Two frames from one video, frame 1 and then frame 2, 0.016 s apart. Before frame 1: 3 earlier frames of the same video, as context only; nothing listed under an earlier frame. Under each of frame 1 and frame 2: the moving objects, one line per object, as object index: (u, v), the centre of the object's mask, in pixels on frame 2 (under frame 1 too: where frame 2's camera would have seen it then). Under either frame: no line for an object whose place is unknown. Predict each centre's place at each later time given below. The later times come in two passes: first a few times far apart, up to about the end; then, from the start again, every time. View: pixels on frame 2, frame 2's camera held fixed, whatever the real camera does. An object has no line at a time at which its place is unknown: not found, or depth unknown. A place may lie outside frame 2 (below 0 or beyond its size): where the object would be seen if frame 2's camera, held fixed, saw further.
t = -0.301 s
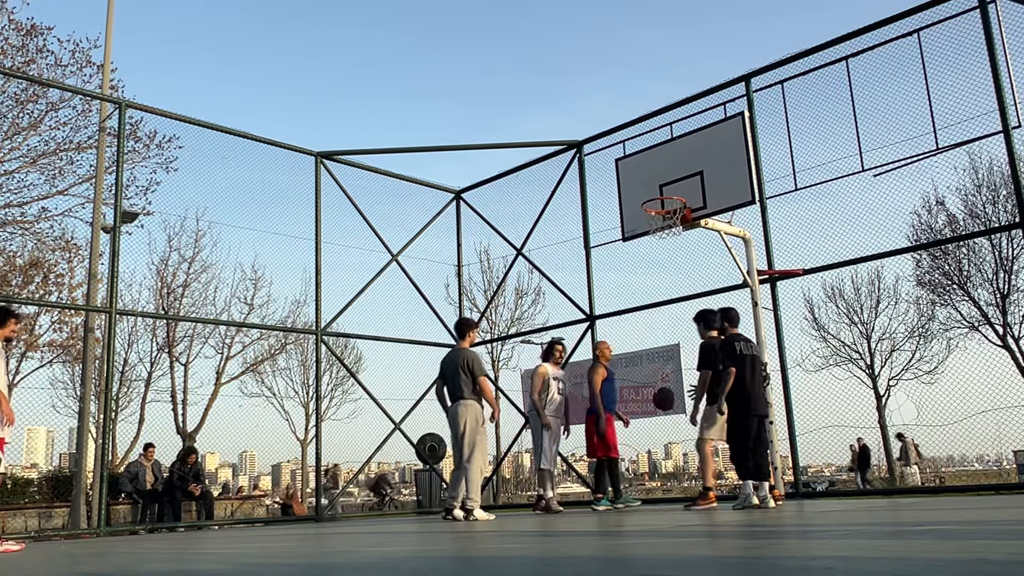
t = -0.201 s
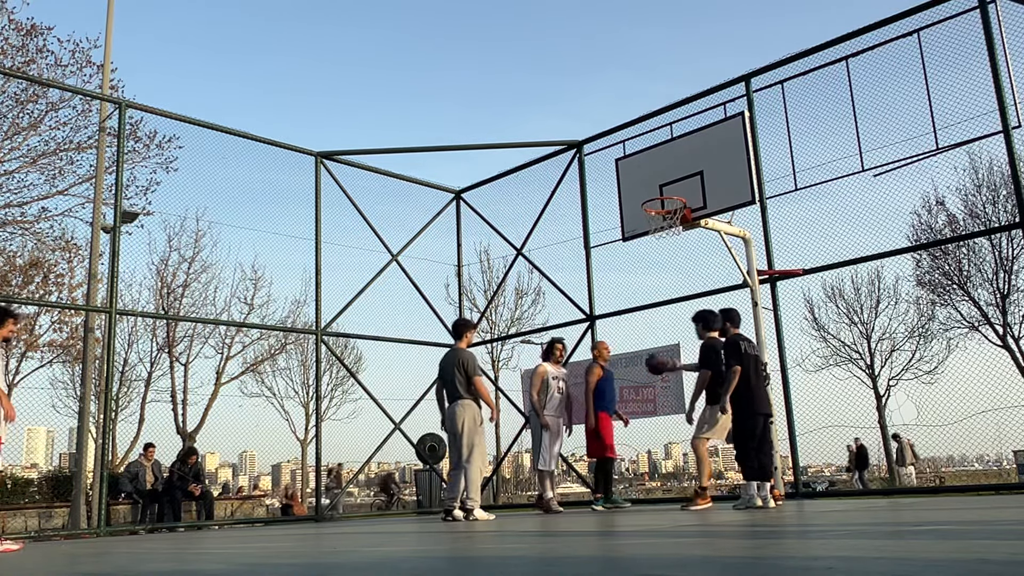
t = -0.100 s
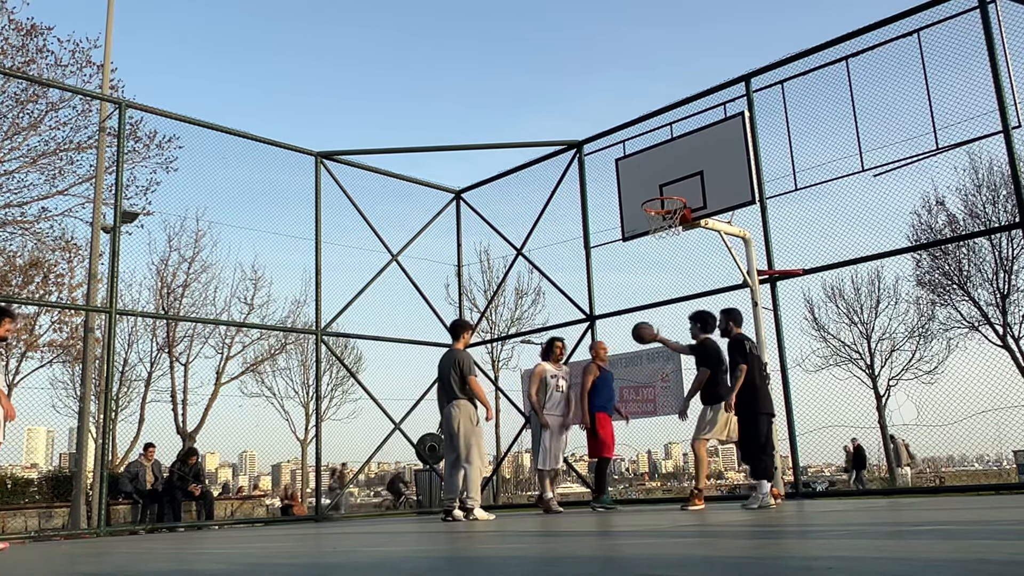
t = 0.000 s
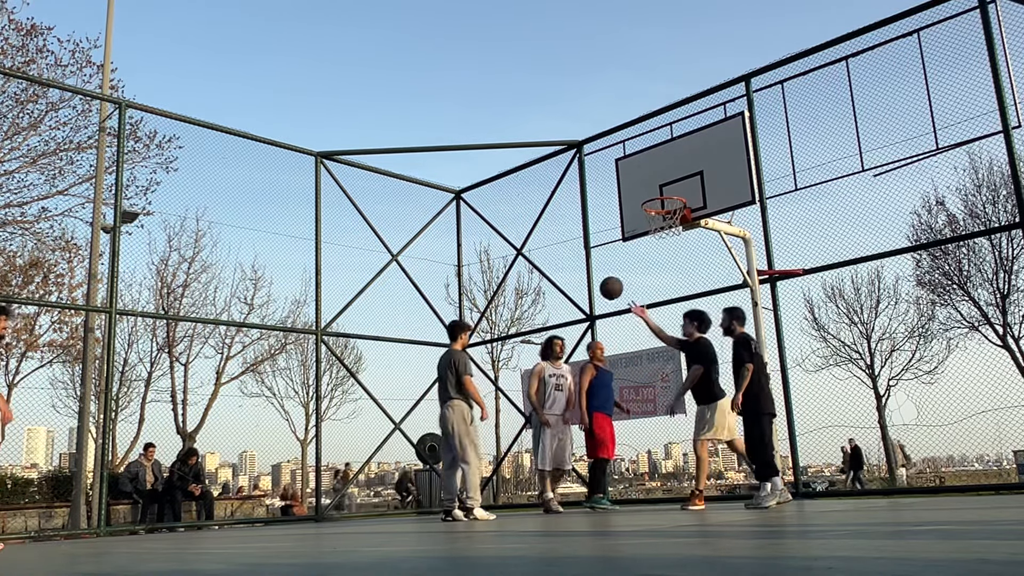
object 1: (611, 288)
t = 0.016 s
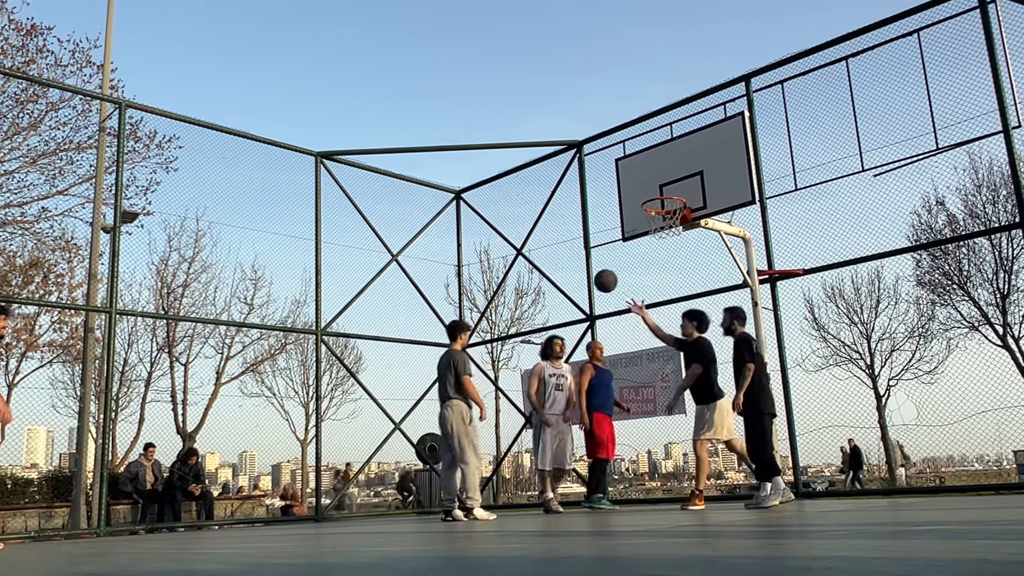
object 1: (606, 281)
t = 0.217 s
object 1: (535, 207)
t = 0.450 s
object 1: (437, 161)
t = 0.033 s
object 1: (600, 274)
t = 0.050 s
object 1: (594, 267)
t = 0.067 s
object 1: (589, 260)
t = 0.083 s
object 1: (583, 253)
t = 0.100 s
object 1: (577, 247)
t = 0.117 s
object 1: (571, 241)
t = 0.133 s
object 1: (566, 234)
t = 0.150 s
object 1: (559, 228)
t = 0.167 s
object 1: (553, 223)
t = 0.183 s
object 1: (547, 217)
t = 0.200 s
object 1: (541, 212)
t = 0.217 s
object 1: (535, 207)
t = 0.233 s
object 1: (528, 202)
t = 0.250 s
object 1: (522, 198)
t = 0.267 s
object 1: (515, 193)
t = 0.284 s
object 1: (509, 189)
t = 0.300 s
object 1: (502, 185)
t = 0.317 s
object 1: (495, 181)
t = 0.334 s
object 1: (488, 178)
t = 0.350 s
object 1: (481, 175)
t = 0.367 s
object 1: (474, 172)
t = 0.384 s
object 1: (467, 169)
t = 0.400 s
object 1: (460, 167)
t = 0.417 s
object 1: (453, 164)
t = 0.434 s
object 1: (445, 162)
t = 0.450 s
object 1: (437, 161)
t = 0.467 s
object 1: (430, 159)
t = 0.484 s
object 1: (422, 158)
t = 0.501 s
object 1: (414, 157)
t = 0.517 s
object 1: (406, 157)
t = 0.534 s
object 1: (397, 157)
